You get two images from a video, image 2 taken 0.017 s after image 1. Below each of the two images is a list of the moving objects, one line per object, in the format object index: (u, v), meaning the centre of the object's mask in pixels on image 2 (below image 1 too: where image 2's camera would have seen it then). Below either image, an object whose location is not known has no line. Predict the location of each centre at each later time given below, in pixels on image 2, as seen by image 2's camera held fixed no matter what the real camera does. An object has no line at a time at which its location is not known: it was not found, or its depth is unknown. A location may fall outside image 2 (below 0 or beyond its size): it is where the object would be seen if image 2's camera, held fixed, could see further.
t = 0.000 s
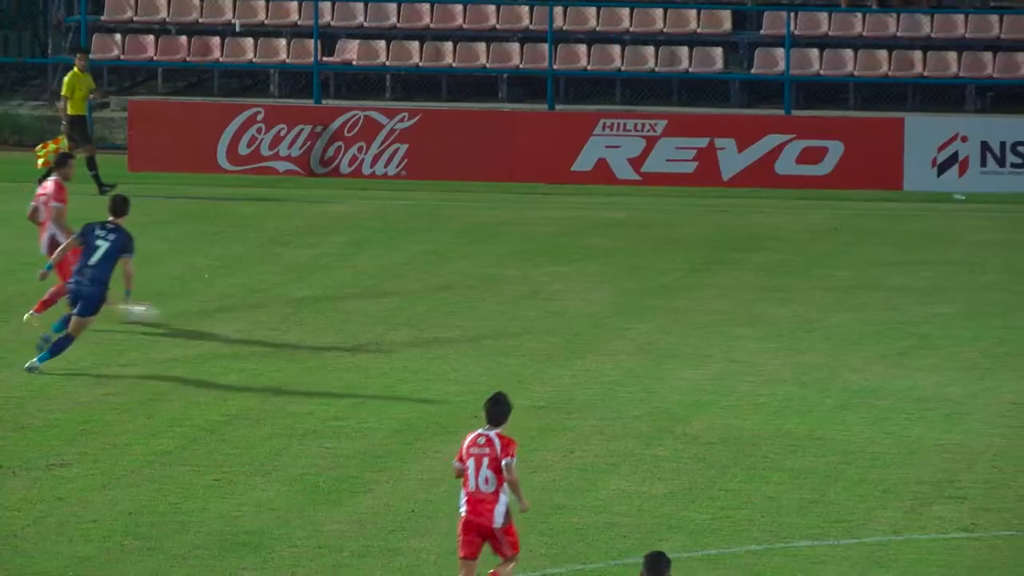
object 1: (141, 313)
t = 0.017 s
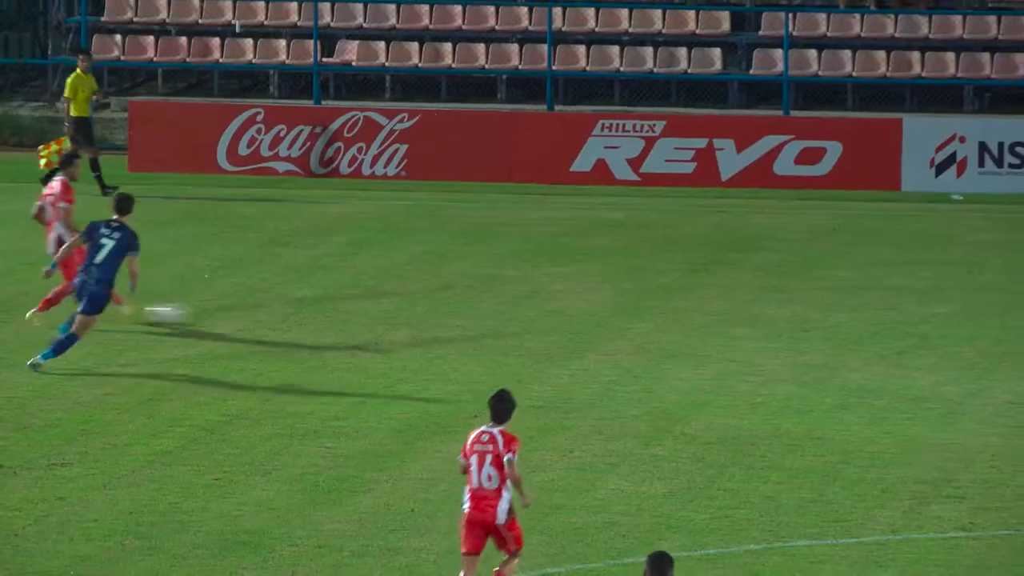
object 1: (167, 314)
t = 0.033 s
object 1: (194, 312)
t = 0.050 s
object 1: (221, 311)
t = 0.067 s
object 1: (250, 311)
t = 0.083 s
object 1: (275, 310)
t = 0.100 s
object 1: (302, 311)
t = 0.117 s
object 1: (330, 310)
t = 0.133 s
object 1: (357, 311)
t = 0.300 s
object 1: (606, 316)
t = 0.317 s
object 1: (628, 315)
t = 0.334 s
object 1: (650, 314)
